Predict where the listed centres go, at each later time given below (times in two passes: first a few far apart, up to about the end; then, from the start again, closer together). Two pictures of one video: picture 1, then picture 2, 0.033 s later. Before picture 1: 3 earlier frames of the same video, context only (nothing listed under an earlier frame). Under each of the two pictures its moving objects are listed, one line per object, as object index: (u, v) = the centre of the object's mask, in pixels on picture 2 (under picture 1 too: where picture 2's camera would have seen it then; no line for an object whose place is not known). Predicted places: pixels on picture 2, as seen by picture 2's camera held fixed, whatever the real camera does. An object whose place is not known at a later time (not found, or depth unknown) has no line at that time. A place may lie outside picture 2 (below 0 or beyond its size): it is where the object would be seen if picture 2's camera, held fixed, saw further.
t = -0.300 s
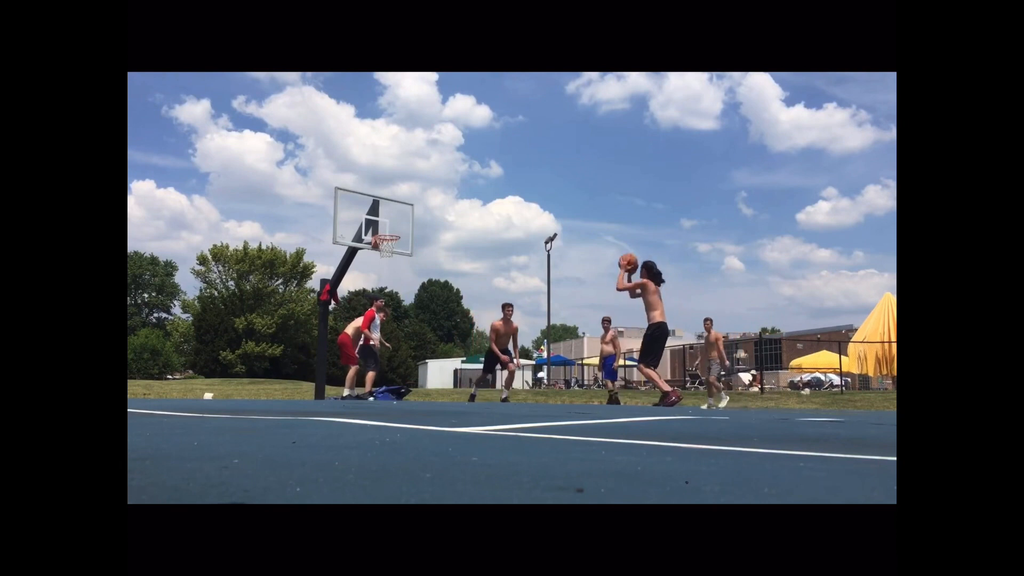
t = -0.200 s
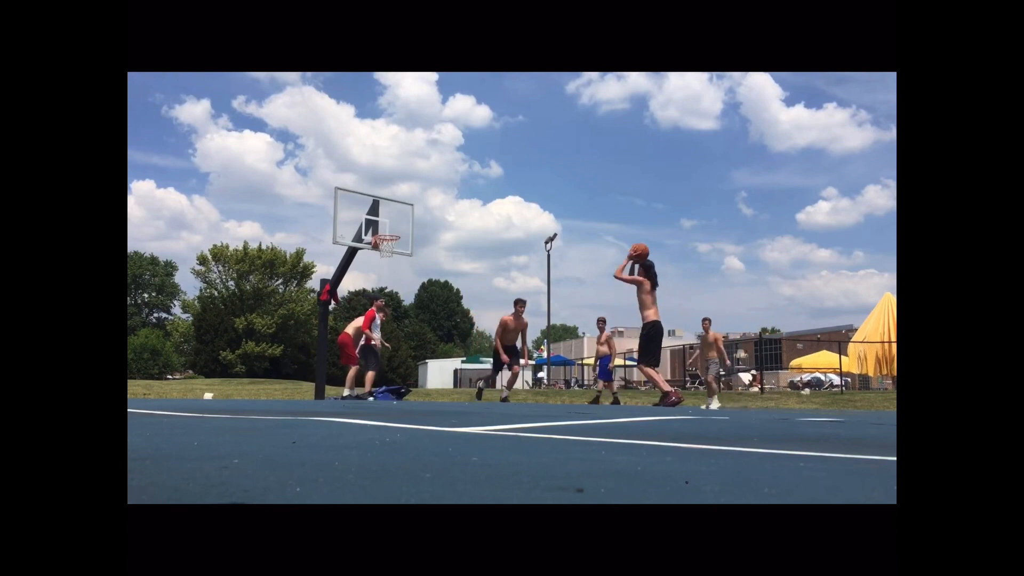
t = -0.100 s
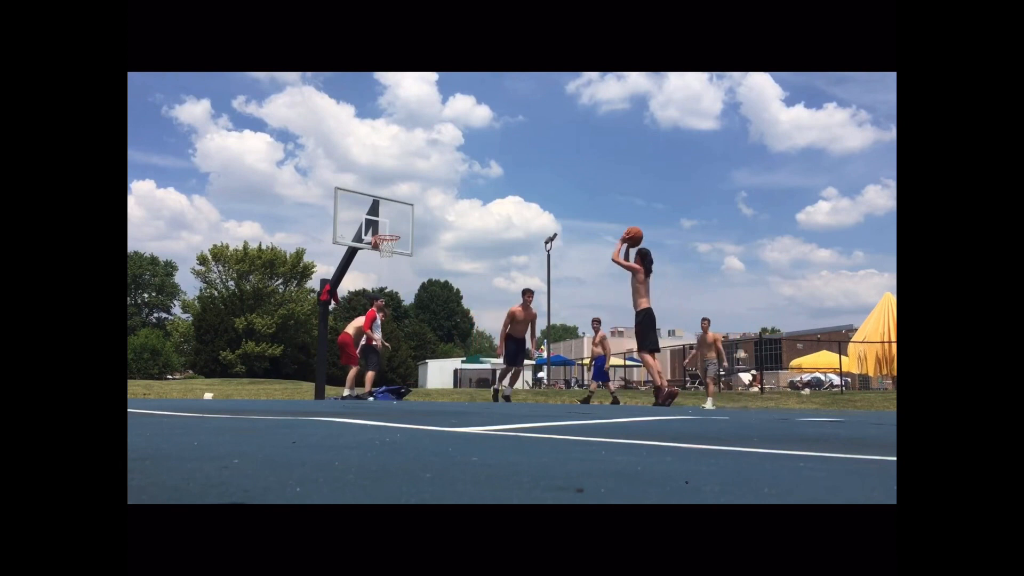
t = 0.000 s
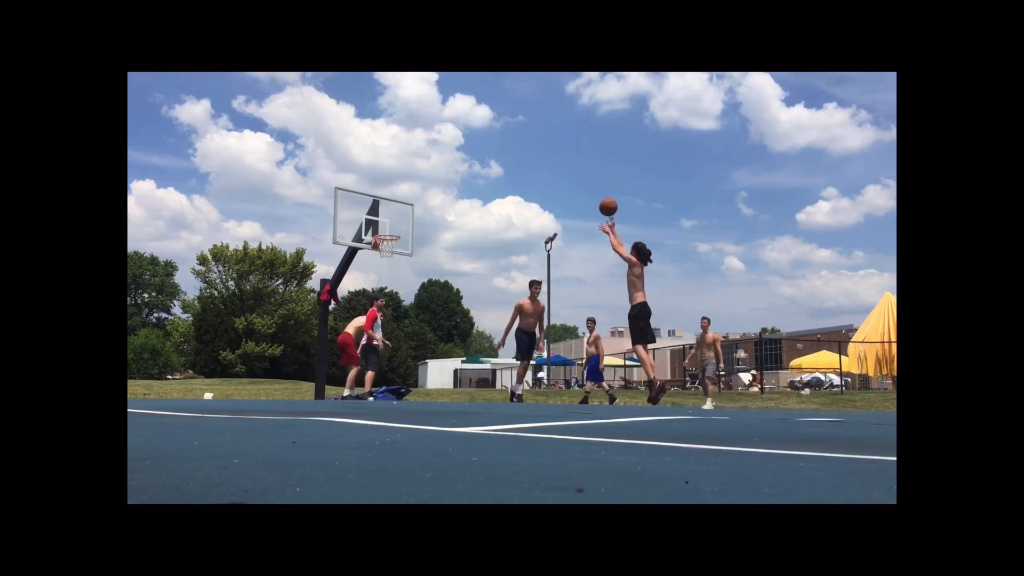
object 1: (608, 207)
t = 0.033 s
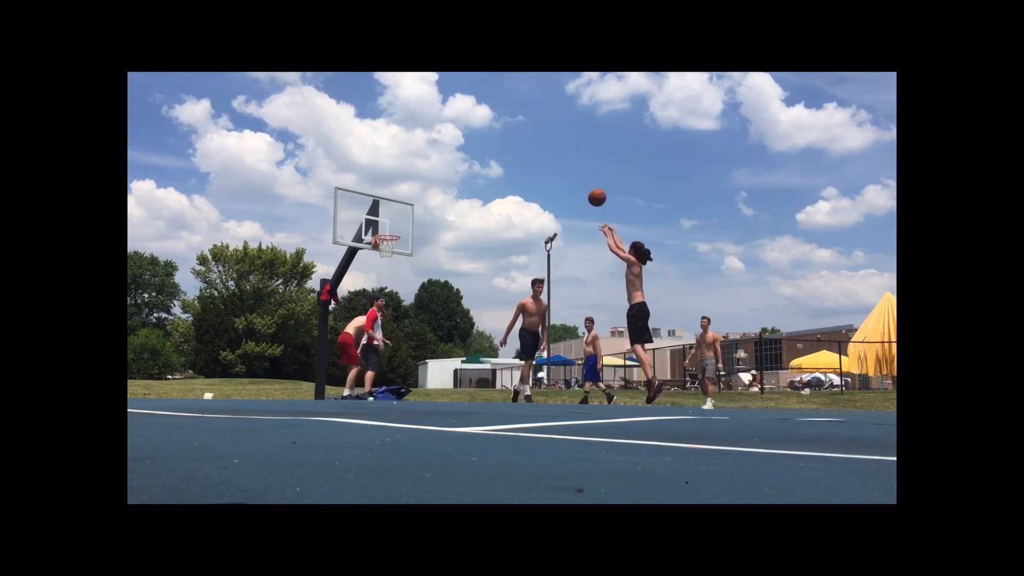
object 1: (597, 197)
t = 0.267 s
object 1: (527, 157)
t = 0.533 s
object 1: (464, 157)
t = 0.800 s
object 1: (413, 195)
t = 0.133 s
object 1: (565, 175)
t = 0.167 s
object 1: (555, 169)
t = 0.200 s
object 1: (546, 164)
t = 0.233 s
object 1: (537, 160)
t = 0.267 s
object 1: (527, 157)
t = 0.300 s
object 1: (519, 155)
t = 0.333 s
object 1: (510, 153)
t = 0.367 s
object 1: (502, 152)
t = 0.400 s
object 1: (494, 152)
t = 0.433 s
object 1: (486, 152)
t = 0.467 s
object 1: (479, 153)
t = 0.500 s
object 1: (472, 155)
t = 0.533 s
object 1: (464, 157)
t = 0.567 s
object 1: (458, 160)
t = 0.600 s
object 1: (451, 164)
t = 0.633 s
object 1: (444, 168)
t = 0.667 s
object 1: (437, 172)
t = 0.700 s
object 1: (431, 177)
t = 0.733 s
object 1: (425, 182)
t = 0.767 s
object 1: (419, 188)
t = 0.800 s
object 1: (413, 195)
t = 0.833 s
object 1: (407, 202)
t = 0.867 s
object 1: (401, 209)
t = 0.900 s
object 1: (395, 217)
